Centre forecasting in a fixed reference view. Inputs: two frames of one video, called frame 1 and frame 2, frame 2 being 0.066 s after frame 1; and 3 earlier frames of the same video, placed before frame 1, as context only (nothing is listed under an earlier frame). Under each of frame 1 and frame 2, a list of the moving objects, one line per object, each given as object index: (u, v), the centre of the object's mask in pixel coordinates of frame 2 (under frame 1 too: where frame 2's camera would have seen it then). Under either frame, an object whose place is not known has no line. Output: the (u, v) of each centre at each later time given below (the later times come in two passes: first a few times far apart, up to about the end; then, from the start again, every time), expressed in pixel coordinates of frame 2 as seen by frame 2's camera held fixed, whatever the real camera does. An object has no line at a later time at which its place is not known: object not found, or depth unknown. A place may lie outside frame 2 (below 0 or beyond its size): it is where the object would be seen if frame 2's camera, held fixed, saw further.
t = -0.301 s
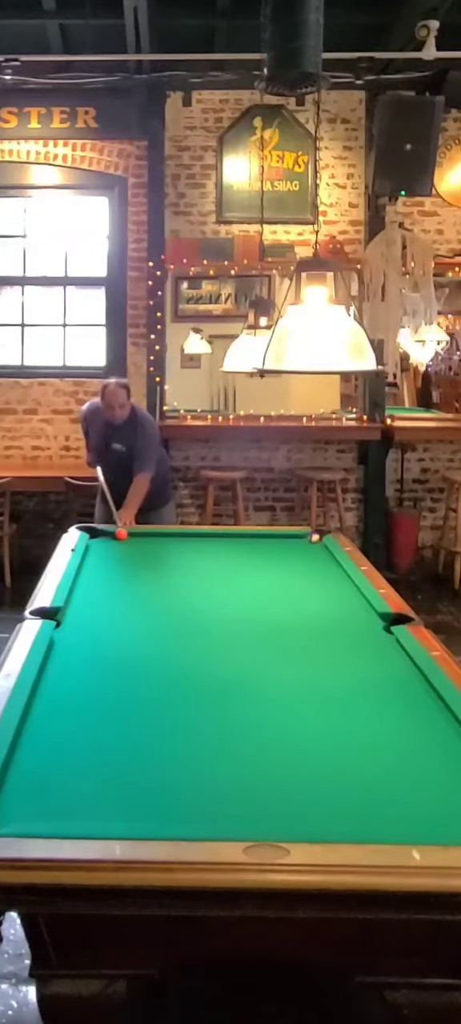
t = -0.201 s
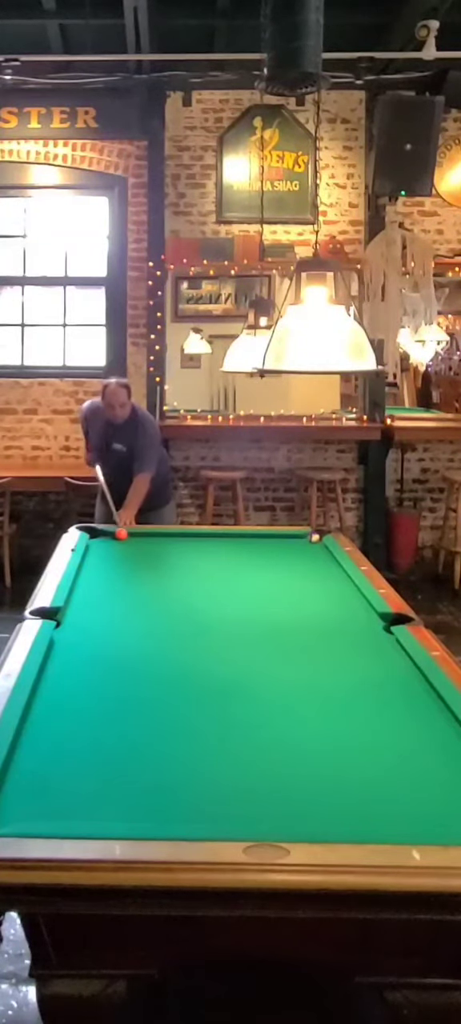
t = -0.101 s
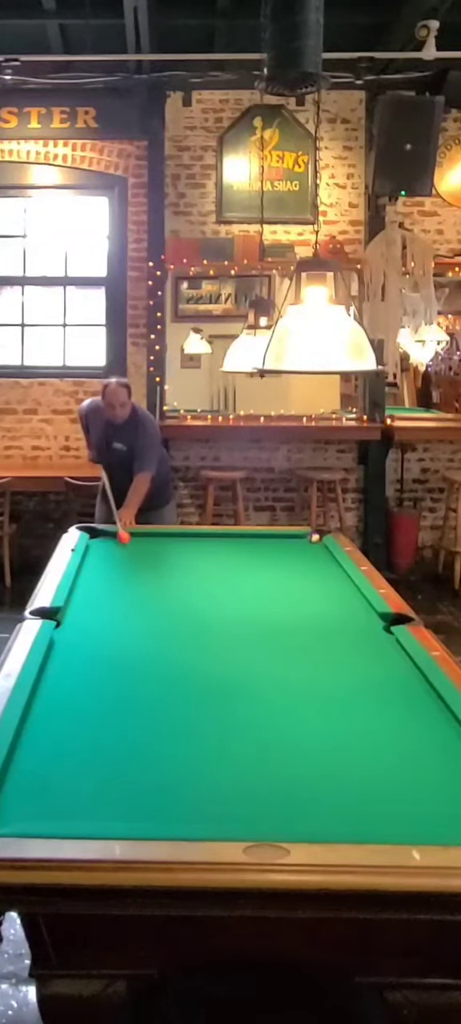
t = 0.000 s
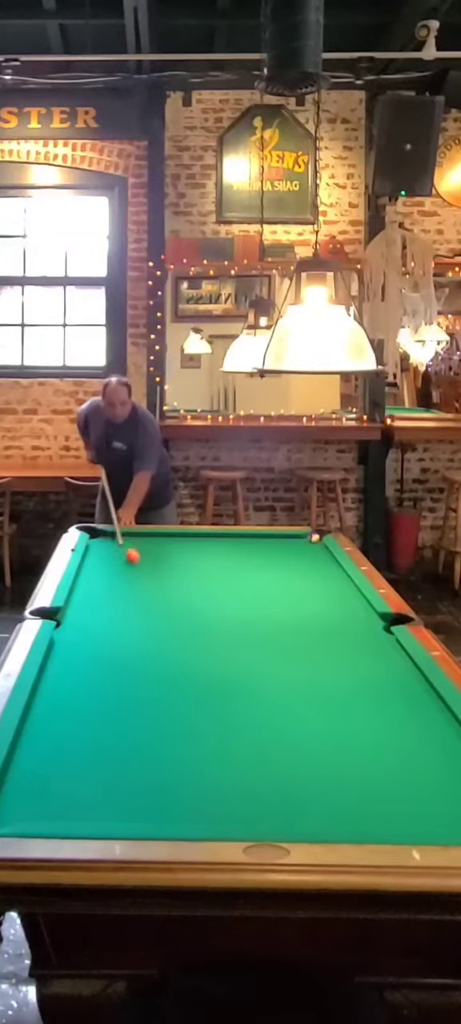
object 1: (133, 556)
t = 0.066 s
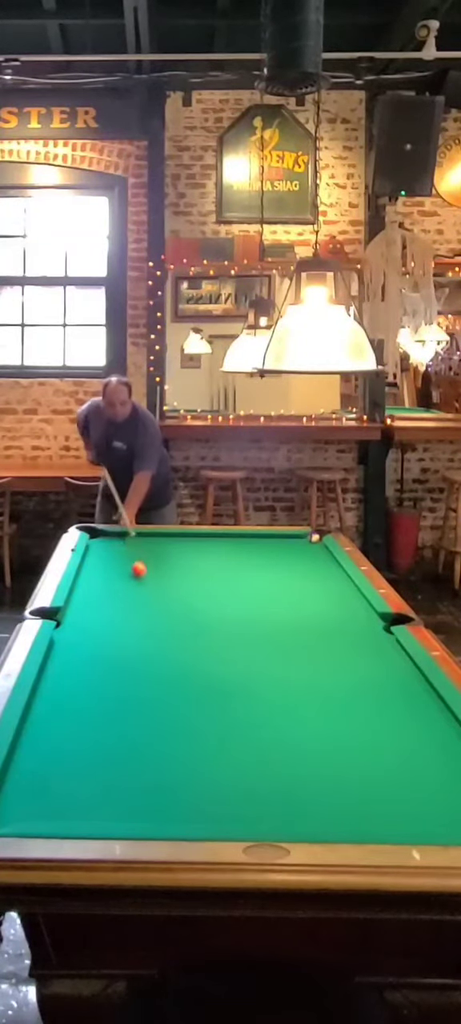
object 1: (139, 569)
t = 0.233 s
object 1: (158, 608)
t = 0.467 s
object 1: (197, 685)
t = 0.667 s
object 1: (253, 796)
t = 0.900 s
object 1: (280, 736)
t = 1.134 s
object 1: (293, 677)
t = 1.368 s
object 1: (302, 634)
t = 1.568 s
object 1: (309, 606)
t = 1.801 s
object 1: (315, 579)
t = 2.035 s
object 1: (320, 558)
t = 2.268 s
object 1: (314, 541)
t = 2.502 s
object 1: (289, 536)
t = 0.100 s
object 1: (142, 576)
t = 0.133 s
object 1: (146, 583)
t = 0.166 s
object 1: (150, 591)
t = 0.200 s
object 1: (154, 599)
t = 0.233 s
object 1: (158, 608)
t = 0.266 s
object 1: (162, 617)
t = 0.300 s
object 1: (167, 626)
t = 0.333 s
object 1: (172, 637)
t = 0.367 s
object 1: (178, 648)
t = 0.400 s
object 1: (184, 659)
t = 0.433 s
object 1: (190, 671)
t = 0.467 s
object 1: (197, 685)
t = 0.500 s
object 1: (204, 700)
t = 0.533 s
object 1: (213, 716)
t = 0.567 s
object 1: (221, 733)
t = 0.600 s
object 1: (231, 752)
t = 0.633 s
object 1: (242, 774)
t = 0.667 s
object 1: (253, 796)
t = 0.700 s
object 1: (266, 815)
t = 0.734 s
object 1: (270, 805)
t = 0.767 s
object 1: (272, 788)
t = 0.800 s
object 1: (274, 772)
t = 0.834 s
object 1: (276, 758)
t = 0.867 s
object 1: (278, 746)
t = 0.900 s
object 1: (280, 736)
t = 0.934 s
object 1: (282, 726)
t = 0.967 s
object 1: (284, 717)
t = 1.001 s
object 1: (286, 708)
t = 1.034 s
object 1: (287, 699)
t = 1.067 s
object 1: (289, 692)
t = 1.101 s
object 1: (291, 684)
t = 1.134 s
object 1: (293, 677)
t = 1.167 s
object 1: (295, 670)
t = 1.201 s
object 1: (296, 663)
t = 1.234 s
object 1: (297, 657)
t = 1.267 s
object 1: (298, 651)
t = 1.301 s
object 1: (299, 645)
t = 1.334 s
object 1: (301, 639)
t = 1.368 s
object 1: (302, 634)
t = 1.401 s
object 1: (303, 629)
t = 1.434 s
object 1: (305, 624)
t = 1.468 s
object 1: (306, 619)
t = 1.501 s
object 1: (307, 615)
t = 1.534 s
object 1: (308, 610)
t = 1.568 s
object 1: (309, 606)
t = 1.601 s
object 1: (310, 602)
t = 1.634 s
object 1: (311, 598)
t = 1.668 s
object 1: (311, 594)
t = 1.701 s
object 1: (313, 590)
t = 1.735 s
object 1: (313, 586)
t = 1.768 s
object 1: (314, 583)
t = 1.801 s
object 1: (315, 579)
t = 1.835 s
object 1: (316, 576)
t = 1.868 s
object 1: (316, 573)
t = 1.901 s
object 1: (317, 570)
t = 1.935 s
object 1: (318, 566)
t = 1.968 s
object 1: (319, 564)
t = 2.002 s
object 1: (319, 560)
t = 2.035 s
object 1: (320, 558)
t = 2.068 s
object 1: (320, 555)
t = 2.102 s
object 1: (321, 552)
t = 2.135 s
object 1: (322, 549)
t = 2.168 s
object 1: (321, 547)
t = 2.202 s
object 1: (319, 545)
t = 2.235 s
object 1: (316, 543)
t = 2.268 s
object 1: (314, 541)
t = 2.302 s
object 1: (312, 539)
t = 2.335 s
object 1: (307, 539)
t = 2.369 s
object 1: (304, 539)
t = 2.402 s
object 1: (300, 538)
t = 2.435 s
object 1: (298, 537)
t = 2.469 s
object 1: (292, 536)
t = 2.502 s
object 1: (289, 536)
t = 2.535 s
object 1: (286, 536)
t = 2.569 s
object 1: (284, 537)
